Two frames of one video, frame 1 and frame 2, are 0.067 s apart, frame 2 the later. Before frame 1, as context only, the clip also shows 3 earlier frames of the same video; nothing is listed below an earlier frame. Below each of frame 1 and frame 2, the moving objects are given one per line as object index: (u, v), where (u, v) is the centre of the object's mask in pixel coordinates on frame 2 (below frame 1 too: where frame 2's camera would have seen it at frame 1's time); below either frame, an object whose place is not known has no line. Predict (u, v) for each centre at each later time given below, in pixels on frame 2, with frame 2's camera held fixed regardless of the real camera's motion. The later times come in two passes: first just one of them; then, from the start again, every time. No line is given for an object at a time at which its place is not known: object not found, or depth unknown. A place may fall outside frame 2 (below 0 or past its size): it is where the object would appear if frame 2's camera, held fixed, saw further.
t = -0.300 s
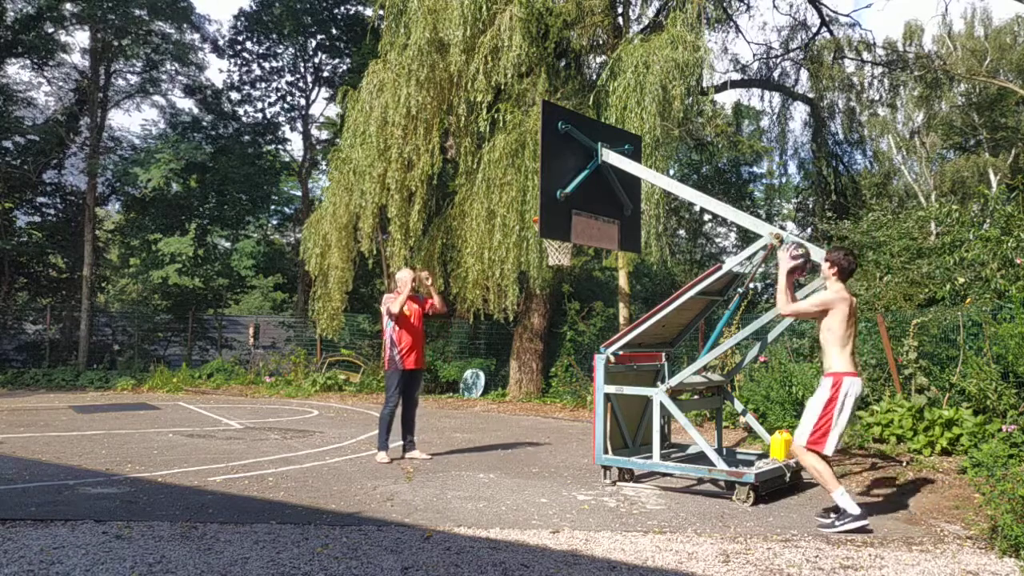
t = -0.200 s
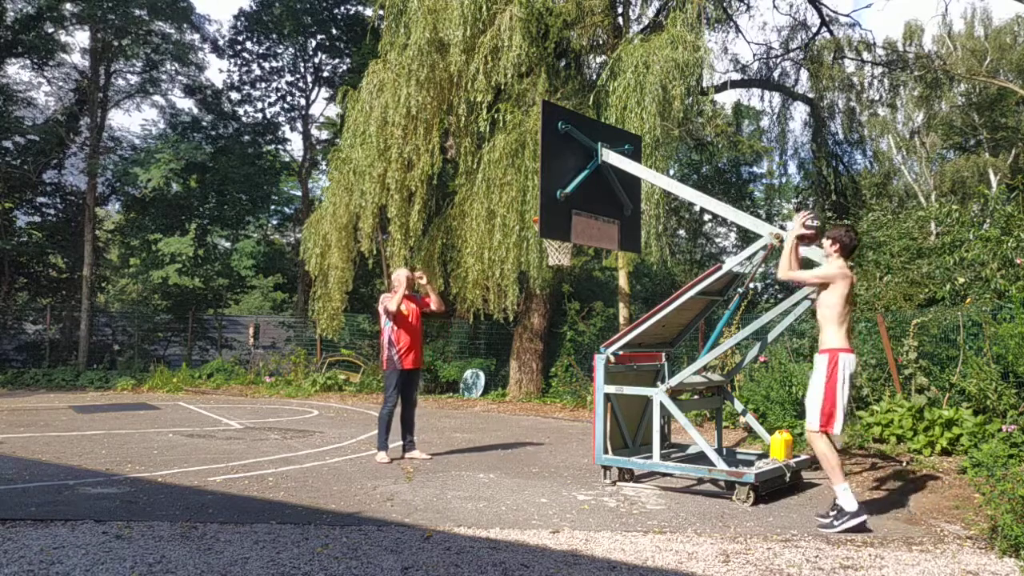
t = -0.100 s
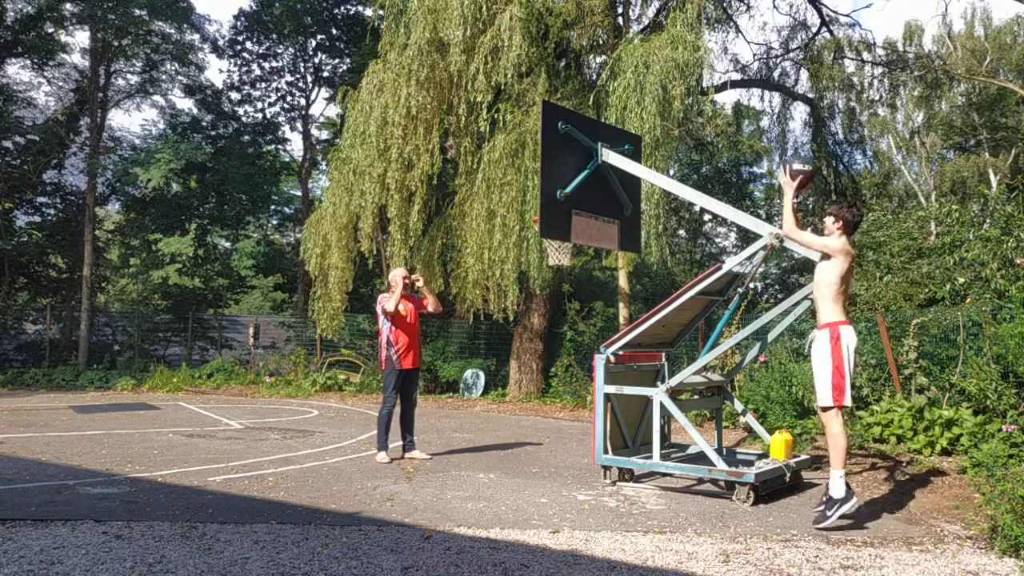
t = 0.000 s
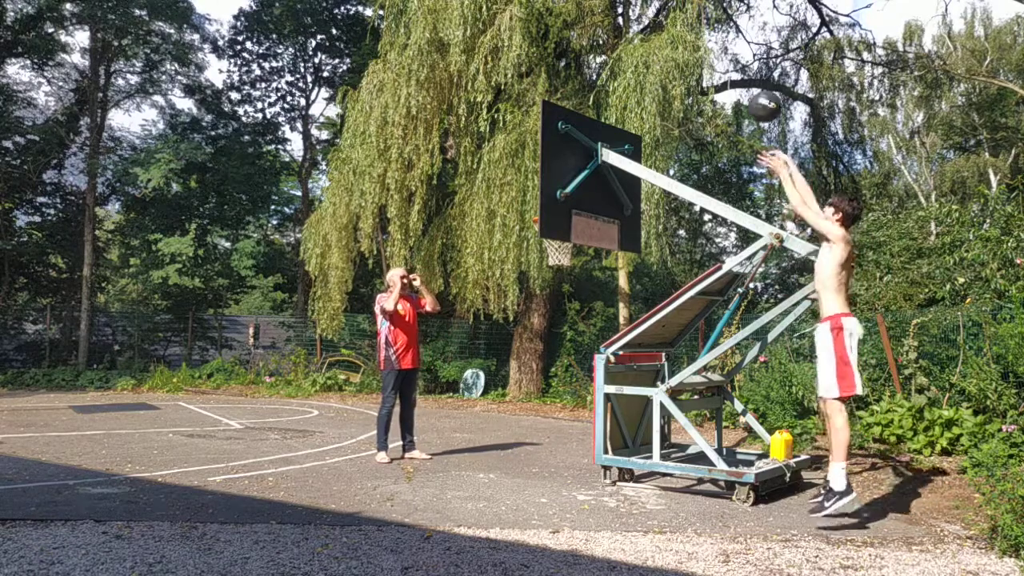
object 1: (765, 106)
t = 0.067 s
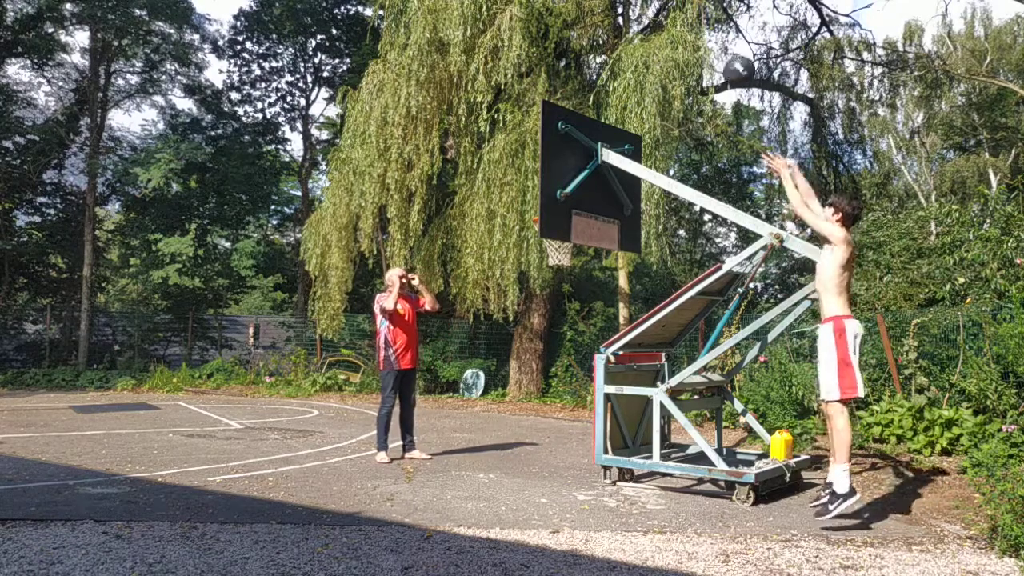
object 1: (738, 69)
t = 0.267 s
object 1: (667, 8)
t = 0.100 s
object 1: (726, 56)
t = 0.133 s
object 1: (714, 44)
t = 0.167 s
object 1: (702, 30)
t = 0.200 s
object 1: (690, 20)
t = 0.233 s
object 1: (678, 12)
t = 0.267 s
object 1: (667, 8)
